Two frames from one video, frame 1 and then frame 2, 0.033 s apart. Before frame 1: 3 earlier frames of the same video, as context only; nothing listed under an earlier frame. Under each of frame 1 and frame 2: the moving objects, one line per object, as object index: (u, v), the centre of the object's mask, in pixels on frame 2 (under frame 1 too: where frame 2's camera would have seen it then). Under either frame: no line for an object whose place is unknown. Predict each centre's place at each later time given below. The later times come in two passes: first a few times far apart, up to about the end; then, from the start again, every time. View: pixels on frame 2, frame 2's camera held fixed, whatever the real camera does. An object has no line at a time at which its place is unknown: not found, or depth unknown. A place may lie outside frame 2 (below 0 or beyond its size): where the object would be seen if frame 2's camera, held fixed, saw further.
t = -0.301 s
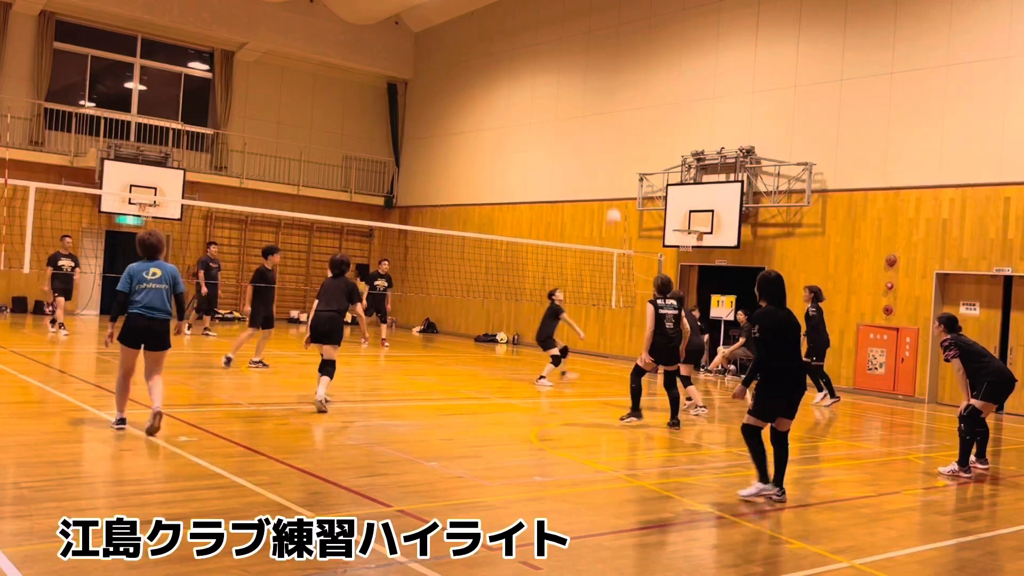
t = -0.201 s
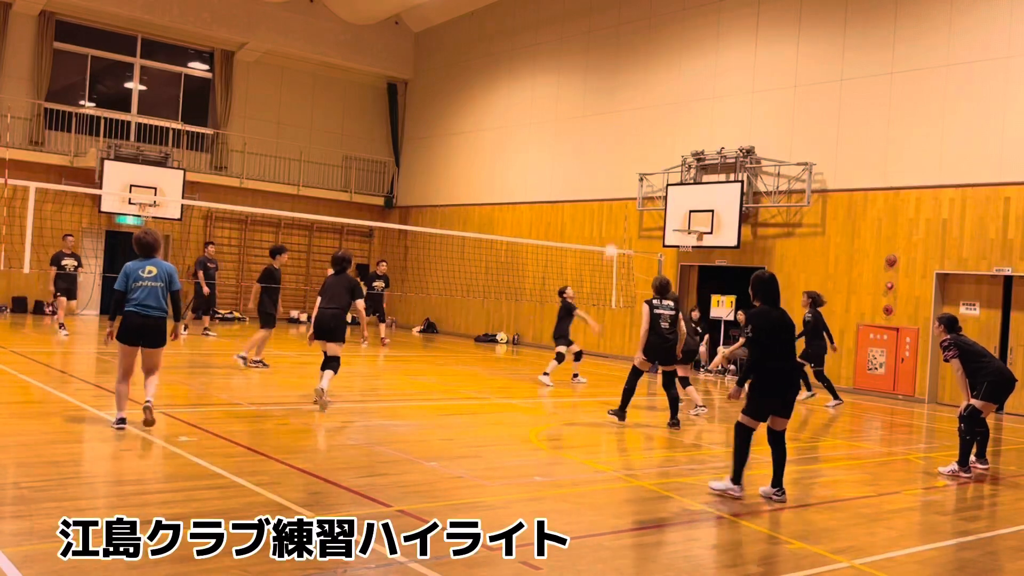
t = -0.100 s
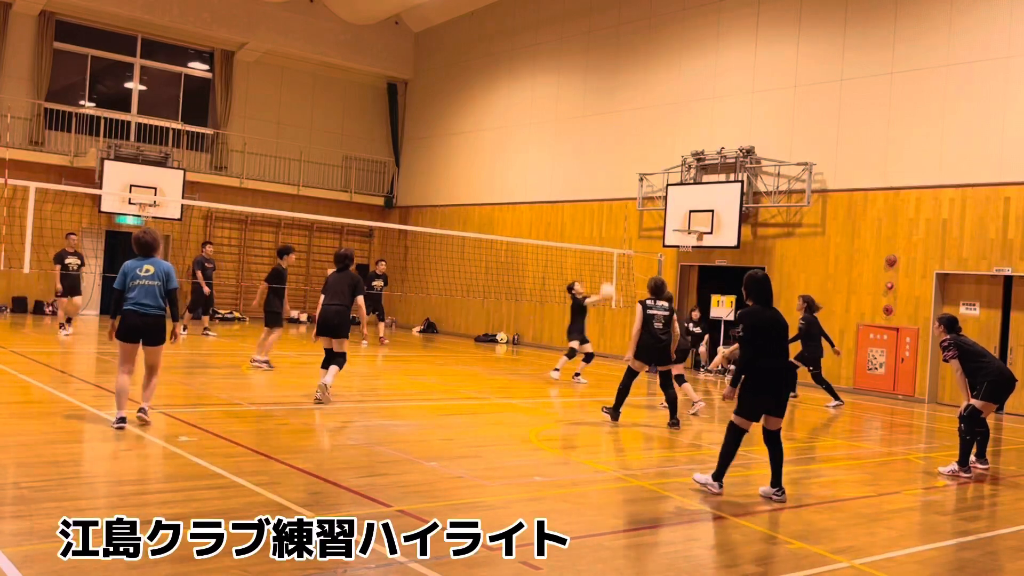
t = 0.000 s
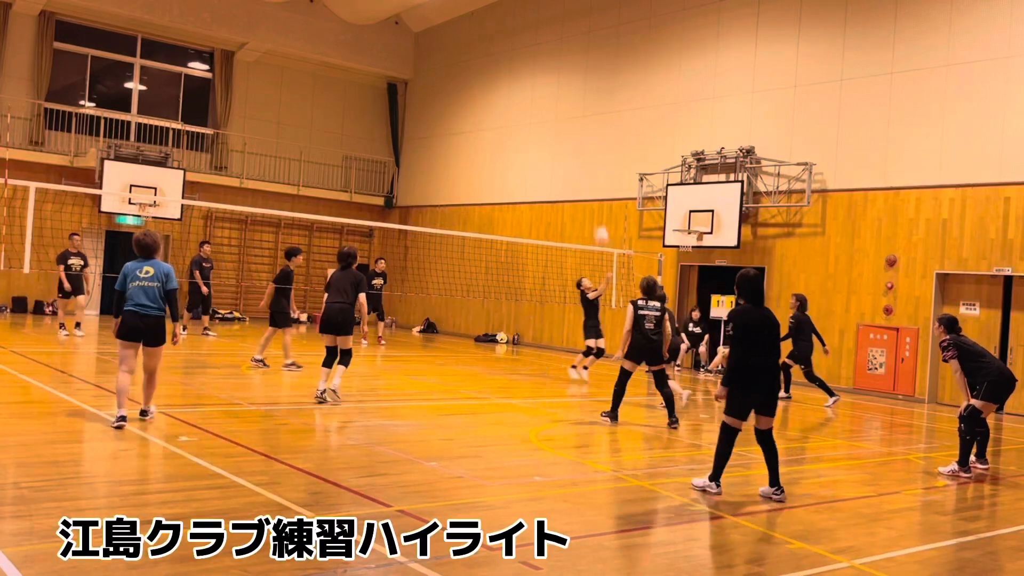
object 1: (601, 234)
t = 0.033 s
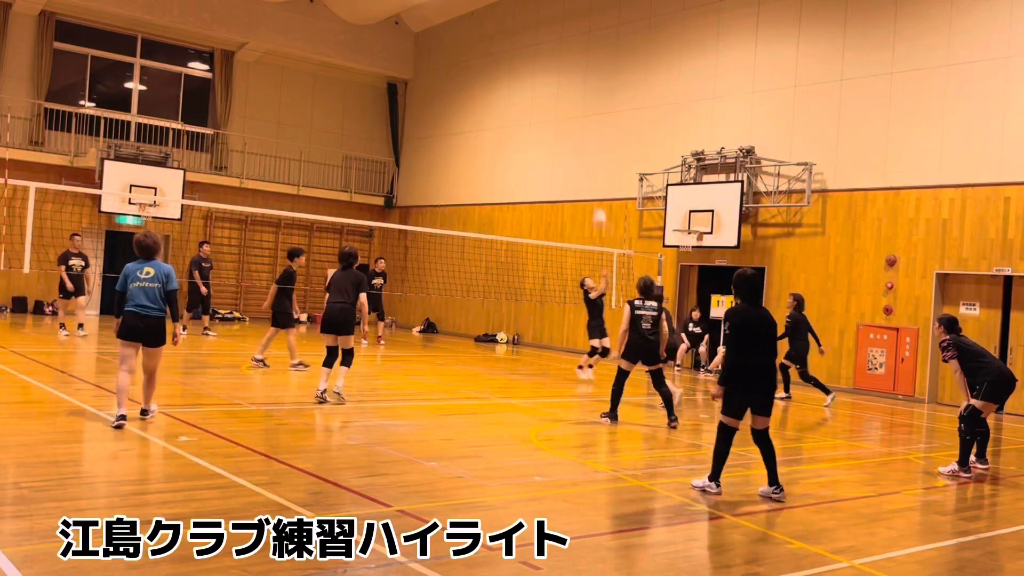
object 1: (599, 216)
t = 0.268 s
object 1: (586, 114)
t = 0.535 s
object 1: (564, 41)
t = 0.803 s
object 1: (536, 18)
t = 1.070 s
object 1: (504, 51)
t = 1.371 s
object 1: (464, 159)
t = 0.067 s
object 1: (598, 203)
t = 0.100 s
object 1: (595, 184)
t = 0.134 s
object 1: (593, 169)
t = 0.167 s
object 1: (592, 154)
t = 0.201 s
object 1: (591, 140)
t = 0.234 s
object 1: (588, 127)
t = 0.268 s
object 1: (586, 114)
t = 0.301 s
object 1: (583, 102)
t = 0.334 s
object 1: (581, 91)
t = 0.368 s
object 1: (578, 80)
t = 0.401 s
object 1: (575, 71)
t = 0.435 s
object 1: (573, 62)
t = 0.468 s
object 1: (570, 54)
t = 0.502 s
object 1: (567, 48)
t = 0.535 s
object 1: (564, 41)
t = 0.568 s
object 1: (561, 35)
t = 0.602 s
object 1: (557, 30)
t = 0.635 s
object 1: (554, 26)
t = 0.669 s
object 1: (551, 23)
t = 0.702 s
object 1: (547, 20)
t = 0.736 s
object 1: (544, 19)
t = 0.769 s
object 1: (540, 18)
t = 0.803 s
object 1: (536, 18)
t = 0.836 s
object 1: (533, 19)
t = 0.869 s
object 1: (529, 21)
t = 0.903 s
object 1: (525, 23)
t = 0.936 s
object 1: (521, 27)
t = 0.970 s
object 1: (517, 31)
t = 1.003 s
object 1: (513, 37)
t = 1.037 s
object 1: (509, 43)
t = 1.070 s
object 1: (504, 51)
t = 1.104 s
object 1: (500, 59)
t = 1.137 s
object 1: (496, 68)
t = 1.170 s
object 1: (491, 78)
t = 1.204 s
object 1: (487, 87)
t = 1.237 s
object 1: (482, 99)
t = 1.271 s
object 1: (478, 112)
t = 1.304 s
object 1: (473, 128)
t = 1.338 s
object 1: (469, 143)
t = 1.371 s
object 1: (464, 159)
